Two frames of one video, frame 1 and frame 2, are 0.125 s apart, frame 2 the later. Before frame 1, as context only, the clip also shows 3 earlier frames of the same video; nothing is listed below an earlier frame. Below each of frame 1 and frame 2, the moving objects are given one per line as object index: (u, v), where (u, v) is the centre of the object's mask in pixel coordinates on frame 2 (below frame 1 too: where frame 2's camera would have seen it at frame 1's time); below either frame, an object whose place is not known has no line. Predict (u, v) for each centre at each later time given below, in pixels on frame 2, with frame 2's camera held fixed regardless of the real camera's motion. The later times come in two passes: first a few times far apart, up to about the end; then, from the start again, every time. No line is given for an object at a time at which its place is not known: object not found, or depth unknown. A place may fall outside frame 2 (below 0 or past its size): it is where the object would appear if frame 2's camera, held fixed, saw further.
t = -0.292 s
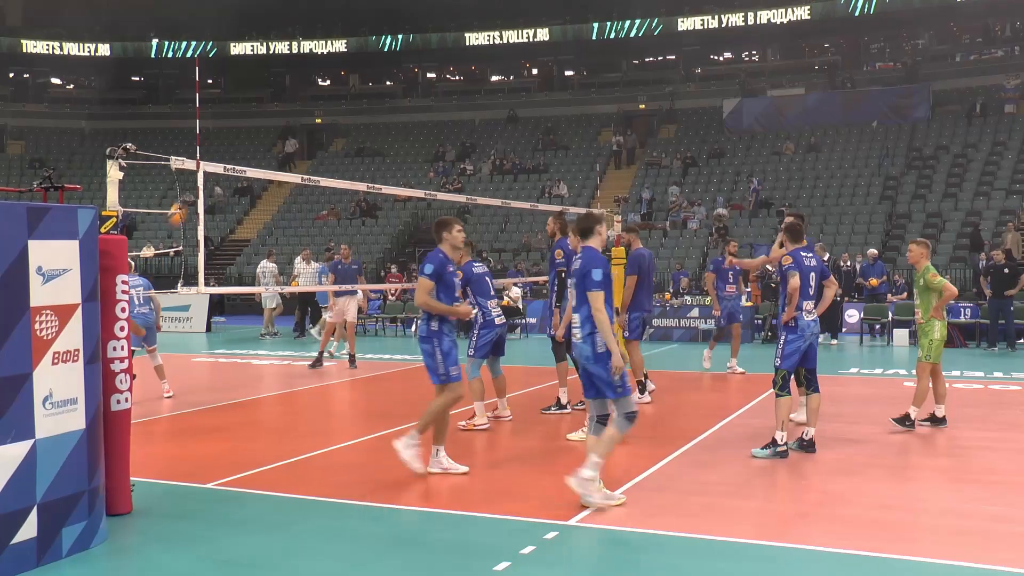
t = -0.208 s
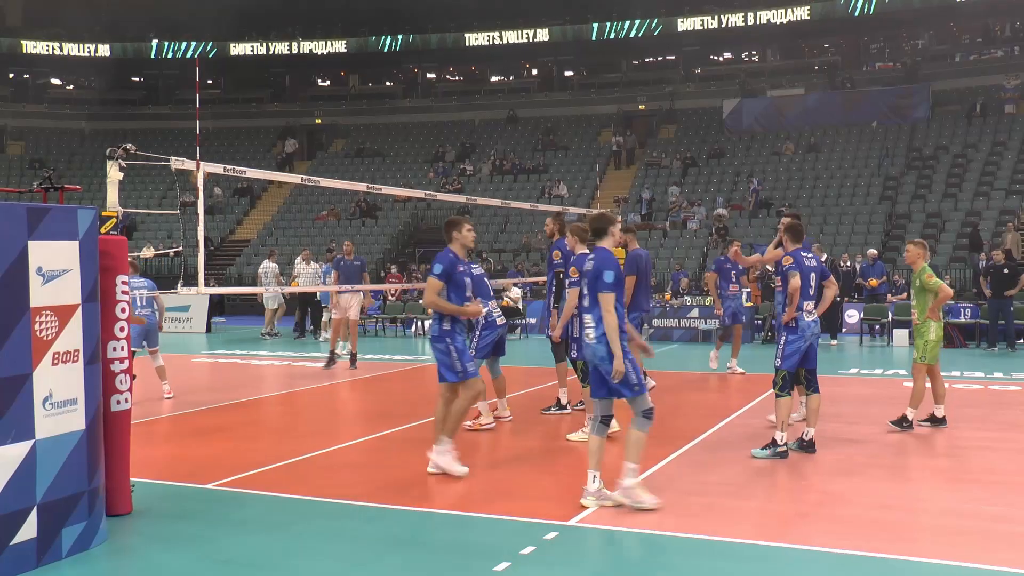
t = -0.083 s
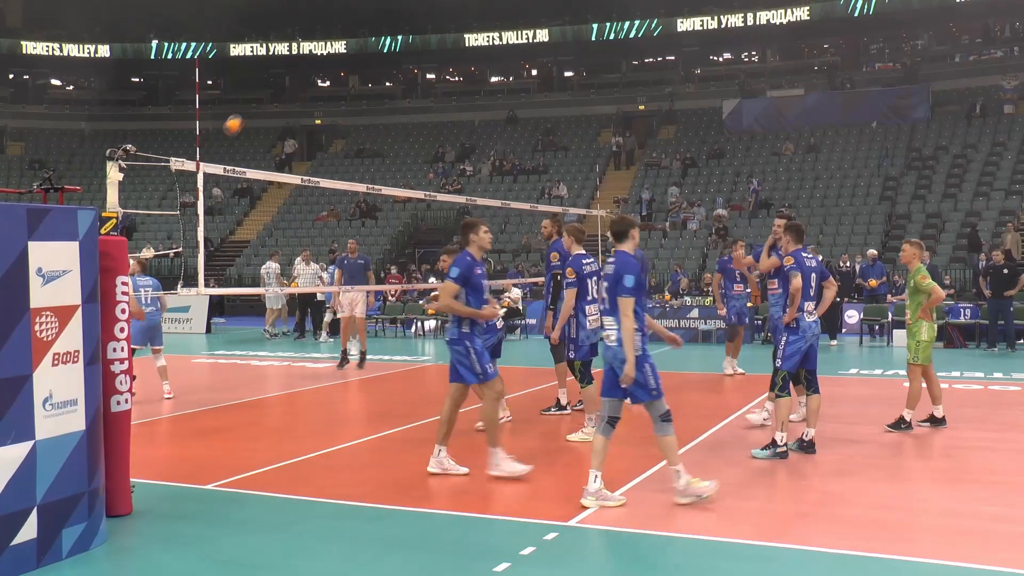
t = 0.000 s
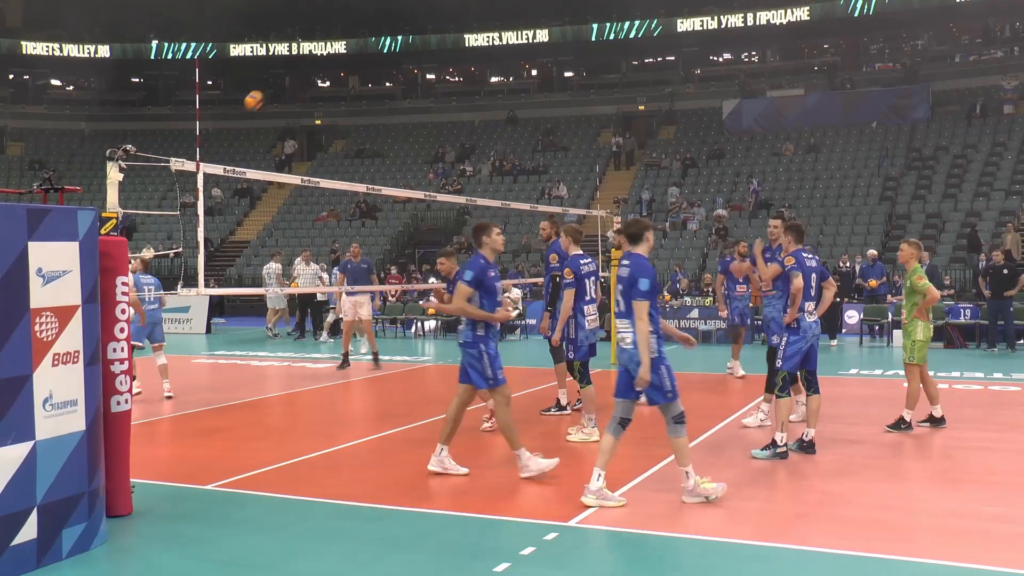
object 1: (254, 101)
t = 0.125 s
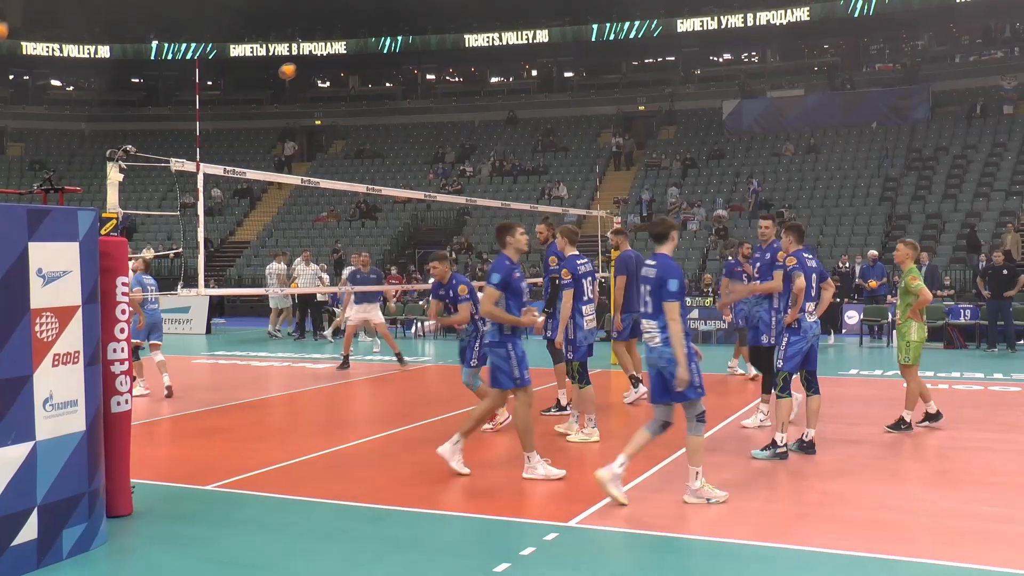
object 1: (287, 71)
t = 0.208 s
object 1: (308, 55)
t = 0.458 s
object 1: (356, 59)
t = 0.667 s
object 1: (397, 89)
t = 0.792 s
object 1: (417, 117)
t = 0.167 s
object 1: (297, 65)
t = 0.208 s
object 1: (308, 55)
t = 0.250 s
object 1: (314, 55)
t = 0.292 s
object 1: (318, 53)
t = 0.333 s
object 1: (332, 55)
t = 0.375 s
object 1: (339, 55)
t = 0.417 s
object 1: (348, 56)
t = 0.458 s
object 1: (356, 59)
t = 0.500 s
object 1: (363, 62)
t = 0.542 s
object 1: (371, 67)
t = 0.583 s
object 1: (378, 72)
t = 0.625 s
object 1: (389, 82)
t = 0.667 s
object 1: (397, 89)
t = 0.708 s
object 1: (404, 98)
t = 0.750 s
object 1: (410, 107)
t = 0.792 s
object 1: (417, 117)
